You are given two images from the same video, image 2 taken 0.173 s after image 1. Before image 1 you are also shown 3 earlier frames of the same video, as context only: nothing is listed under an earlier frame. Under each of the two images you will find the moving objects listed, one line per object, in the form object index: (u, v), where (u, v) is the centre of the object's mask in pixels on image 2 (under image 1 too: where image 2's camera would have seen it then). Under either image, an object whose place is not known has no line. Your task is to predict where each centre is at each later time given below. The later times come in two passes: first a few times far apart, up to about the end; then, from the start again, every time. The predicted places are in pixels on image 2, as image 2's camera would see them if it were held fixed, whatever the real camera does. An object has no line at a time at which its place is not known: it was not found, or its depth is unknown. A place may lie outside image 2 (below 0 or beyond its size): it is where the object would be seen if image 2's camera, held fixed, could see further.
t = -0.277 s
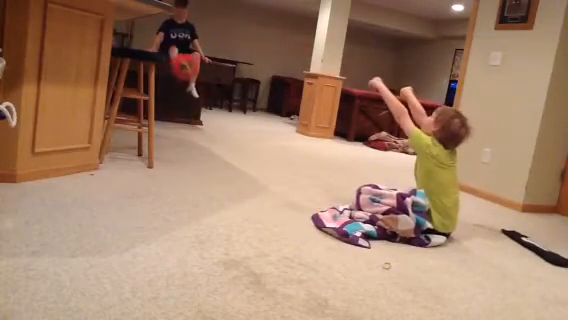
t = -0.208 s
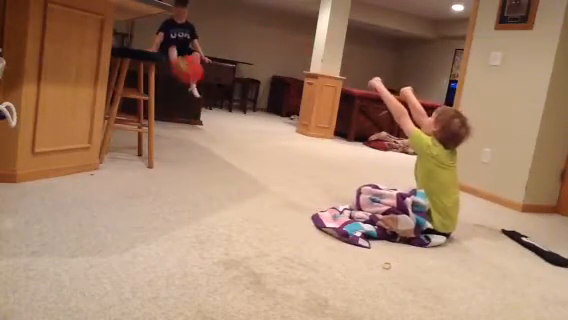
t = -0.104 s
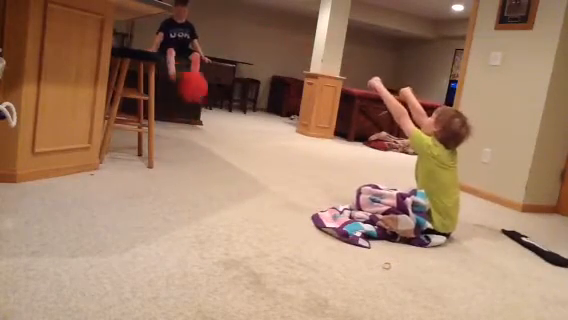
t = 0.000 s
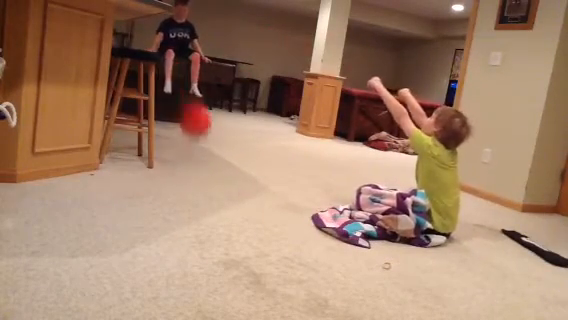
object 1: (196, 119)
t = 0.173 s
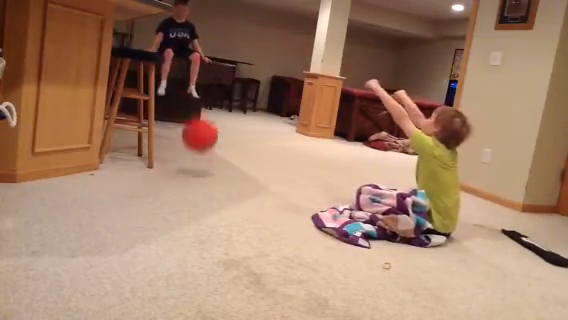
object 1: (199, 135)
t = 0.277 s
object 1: (203, 111)
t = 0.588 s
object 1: (198, 148)
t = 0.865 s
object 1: (192, 150)
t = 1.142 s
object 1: (174, 195)
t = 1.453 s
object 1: (154, 211)
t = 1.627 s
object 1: (124, 298)
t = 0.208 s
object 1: (201, 125)
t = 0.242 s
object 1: (203, 116)
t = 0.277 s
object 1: (203, 111)
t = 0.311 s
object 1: (204, 106)
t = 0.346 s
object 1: (204, 103)
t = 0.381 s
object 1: (204, 102)
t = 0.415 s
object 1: (204, 102)
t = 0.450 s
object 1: (204, 103)
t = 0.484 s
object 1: (204, 107)
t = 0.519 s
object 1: (203, 113)
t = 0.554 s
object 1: (200, 134)
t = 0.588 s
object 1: (198, 148)
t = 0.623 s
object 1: (196, 164)
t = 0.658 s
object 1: (194, 183)
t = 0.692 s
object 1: (192, 197)
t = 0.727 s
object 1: (192, 184)
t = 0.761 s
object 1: (193, 174)
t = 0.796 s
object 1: (193, 164)
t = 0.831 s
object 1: (193, 156)
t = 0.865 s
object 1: (192, 150)
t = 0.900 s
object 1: (192, 146)
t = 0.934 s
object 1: (190, 145)
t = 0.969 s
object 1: (189, 146)
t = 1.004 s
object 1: (187, 148)
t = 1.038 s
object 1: (185, 155)
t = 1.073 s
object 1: (182, 164)
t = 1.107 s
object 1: (178, 178)
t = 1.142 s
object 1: (174, 195)
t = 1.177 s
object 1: (169, 216)
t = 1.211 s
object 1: (164, 245)
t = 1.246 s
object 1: (161, 247)
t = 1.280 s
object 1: (161, 234)
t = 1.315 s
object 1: (161, 224)
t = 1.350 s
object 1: (160, 217)
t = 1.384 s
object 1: (158, 212)
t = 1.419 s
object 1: (156, 210)
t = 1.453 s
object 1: (154, 211)
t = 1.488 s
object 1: (146, 226)
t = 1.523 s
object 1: (141, 242)
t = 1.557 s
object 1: (135, 264)
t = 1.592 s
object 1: (129, 283)
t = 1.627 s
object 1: (124, 298)
